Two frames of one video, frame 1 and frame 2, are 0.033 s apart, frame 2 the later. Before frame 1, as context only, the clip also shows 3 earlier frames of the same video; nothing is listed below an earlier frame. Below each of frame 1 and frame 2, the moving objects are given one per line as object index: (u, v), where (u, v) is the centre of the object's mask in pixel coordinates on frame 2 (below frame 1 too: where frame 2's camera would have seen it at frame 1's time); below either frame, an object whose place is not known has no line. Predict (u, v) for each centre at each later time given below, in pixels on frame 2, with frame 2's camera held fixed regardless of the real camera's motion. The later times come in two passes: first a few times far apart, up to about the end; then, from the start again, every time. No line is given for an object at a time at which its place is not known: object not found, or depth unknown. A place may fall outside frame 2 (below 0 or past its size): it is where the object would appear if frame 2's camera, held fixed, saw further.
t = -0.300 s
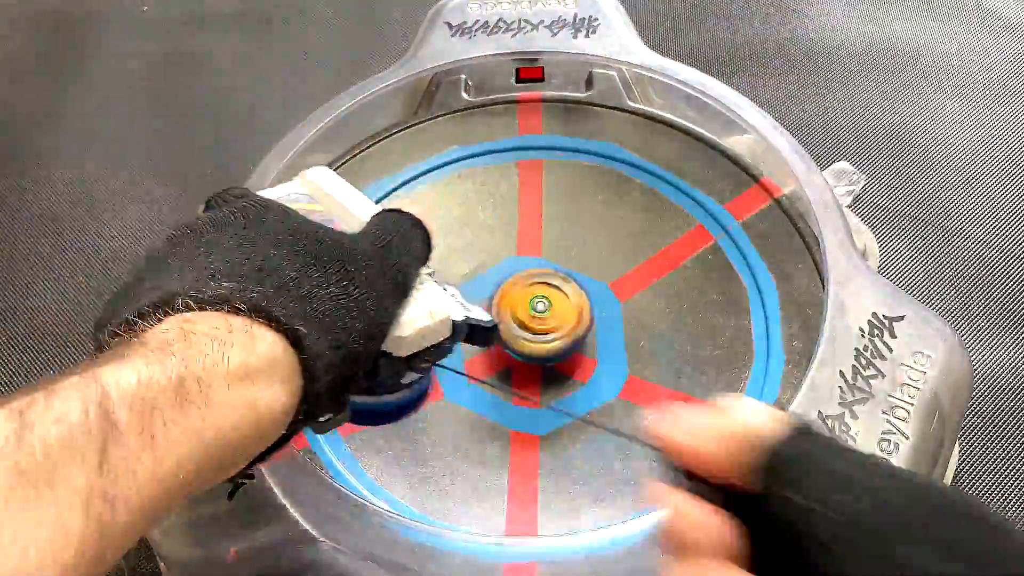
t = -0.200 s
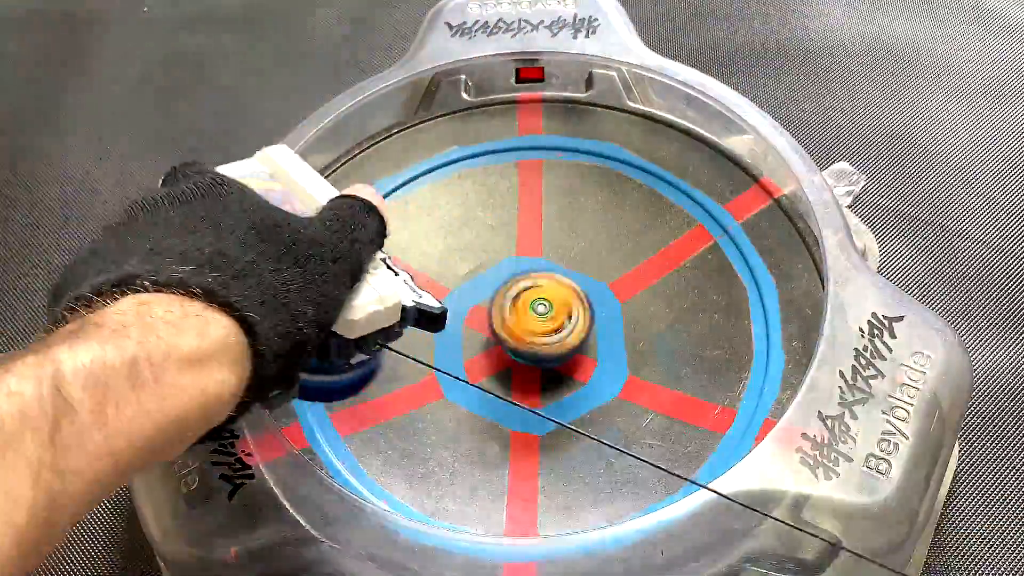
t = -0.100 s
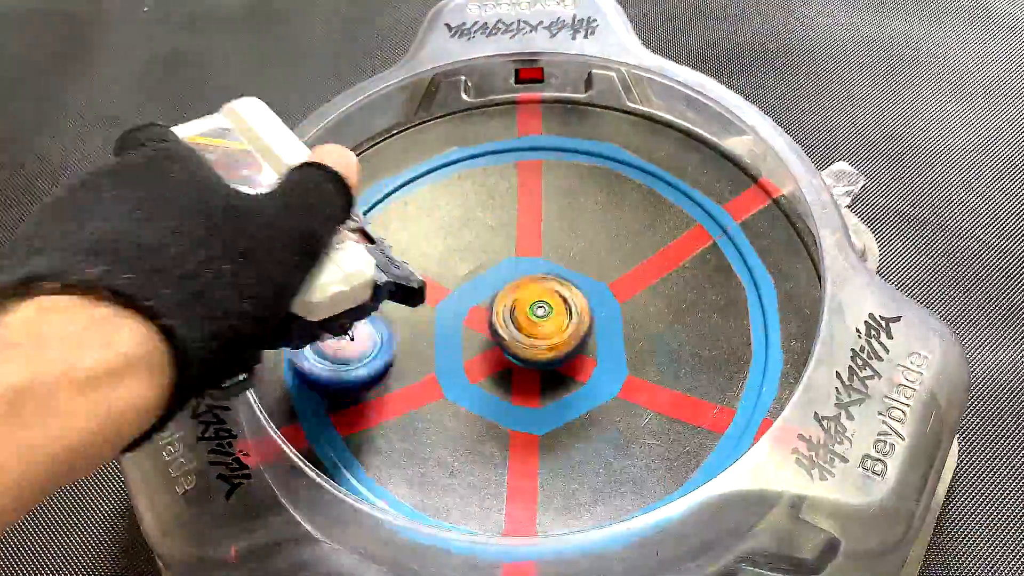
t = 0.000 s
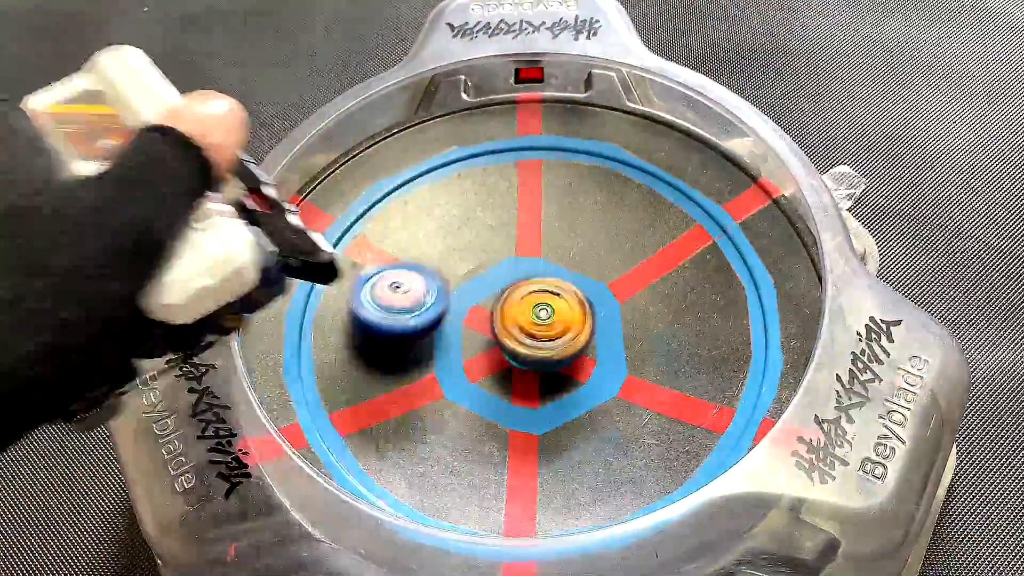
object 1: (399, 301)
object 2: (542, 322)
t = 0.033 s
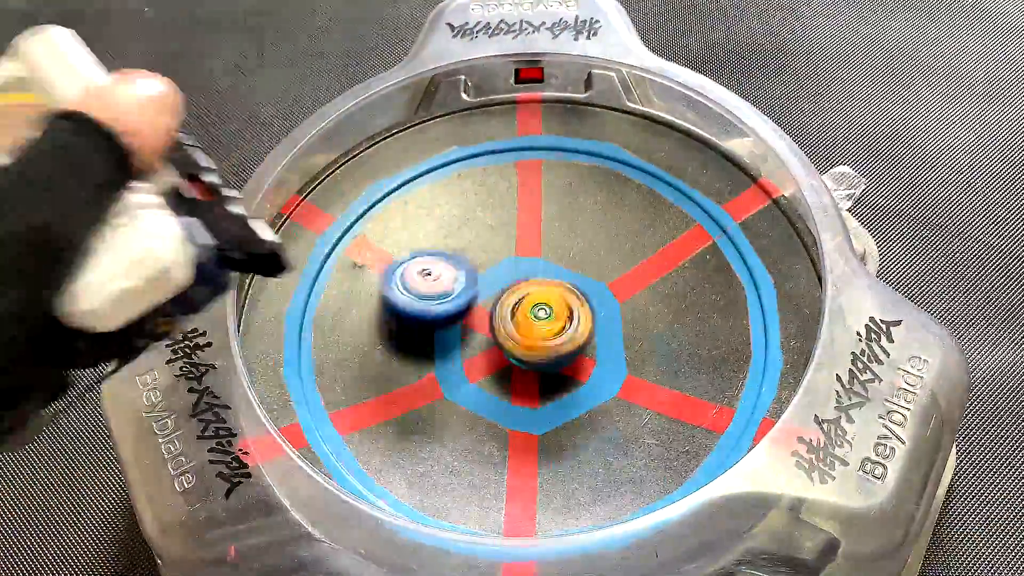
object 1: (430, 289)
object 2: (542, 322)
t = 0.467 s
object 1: (782, 316)
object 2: (644, 351)
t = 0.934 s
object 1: (492, 453)
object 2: (537, 320)
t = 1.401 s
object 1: (558, 324)
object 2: (447, 133)
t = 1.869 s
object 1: (649, 323)
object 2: (453, 406)
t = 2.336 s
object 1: (573, 265)
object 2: (501, 363)
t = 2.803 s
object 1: (556, 285)
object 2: (483, 366)
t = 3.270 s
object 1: (519, 260)
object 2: (503, 369)
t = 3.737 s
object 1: (488, 254)
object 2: (497, 360)
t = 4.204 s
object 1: (467, 272)
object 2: (500, 362)
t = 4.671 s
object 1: (482, 291)
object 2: (552, 359)
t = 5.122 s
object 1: (471, 316)
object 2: (579, 312)
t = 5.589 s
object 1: (485, 322)
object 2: (578, 269)
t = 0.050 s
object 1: (447, 283)
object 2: (543, 323)
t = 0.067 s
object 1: (461, 275)
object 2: (550, 323)
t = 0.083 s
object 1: (472, 268)
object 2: (560, 326)
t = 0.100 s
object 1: (483, 261)
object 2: (571, 327)
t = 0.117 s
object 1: (496, 255)
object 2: (581, 330)
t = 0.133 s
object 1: (511, 249)
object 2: (591, 332)
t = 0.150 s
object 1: (526, 245)
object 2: (600, 335)
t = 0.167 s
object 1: (542, 240)
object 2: (609, 338)
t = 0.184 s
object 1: (559, 238)
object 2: (617, 338)
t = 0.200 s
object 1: (575, 234)
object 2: (623, 342)
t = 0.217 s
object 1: (592, 235)
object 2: (629, 343)
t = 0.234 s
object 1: (609, 226)
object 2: (635, 342)
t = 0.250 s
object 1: (628, 228)
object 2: (641, 348)
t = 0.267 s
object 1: (643, 230)
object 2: (643, 348)
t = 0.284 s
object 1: (662, 228)
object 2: (645, 349)
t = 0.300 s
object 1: (679, 231)
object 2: (648, 350)
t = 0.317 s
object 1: (695, 237)
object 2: (649, 347)
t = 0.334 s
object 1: (712, 242)
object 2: (649, 348)
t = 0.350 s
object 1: (729, 248)
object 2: (650, 349)
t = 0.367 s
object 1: (745, 254)
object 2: (650, 348)
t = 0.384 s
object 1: (757, 262)
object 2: (649, 348)
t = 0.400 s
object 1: (765, 271)
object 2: (649, 348)
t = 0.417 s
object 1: (770, 282)
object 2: (648, 349)
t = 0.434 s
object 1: (775, 296)
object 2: (645, 350)
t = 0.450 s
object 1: (779, 307)
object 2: (645, 349)
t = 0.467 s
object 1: (782, 316)
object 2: (644, 351)
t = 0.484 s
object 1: (786, 326)
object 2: (642, 352)
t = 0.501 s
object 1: (787, 338)
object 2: (640, 351)
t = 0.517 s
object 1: (787, 352)
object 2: (638, 351)
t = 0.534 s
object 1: (787, 364)
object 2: (634, 348)
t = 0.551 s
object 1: (786, 372)
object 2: (634, 350)
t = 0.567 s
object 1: (782, 382)
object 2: (631, 347)
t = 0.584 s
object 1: (774, 390)
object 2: (629, 348)
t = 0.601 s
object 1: (766, 402)
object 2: (627, 348)
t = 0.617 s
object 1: (759, 412)
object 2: (624, 347)
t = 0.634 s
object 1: (749, 421)
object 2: (621, 347)
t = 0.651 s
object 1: (741, 427)
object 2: (618, 347)
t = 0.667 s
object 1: (731, 436)
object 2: (616, 347)
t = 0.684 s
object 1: (721, 444)
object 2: (613, 347)
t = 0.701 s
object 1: (708, 452)
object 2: (610, 347)
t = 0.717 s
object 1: (697, 458)
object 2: (607, 345)
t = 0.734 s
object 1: (685, 464)
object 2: (602, 344)
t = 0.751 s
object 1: (670, 470)
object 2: (598, 344)
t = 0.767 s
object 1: (656, 475)
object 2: (594, 342)
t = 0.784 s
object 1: (643, 480)
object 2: (588, 341)
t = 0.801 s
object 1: (627, 484)
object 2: (585, 341)
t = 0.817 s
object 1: (613, 487)
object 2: (580, 338)
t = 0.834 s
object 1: (593, 490)
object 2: (574, 337)
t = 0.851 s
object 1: (577, 490)
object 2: (568, 335)
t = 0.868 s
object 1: (559, 489)
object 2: (562, 333)
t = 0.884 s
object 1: (541, 486)
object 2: (556, 329)
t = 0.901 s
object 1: (523, 477)
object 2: (549, 327)
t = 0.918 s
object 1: (508, 467)
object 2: (543, 323)
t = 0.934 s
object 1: (492, 453)
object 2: (537, 320)
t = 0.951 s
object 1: (478, 441)
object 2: (530, 318)
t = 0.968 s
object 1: (469, 424)
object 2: (524, 314)
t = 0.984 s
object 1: (459, 409)
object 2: (519, 310)
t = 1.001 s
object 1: (450, 397)
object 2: (513, 308)
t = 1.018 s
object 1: (442, 380)
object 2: (507, 305)
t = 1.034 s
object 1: (435, 367)
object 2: (502, 300)
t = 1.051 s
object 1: (432, 364)
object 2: (493, 284)
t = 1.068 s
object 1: (430, 366)
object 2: (483, 266)
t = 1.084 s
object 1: (429, 366)
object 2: (476, 245)
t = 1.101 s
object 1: (430, 368)
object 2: (465, 225)
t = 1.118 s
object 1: (432, 367)
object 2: (457, 211)
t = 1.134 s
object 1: (434, 366)
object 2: (448, 197)
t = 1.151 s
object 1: (438, 366)
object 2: (445, 183)
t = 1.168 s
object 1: (443, 363)
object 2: (436, 167)
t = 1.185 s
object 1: (450, 363)
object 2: (431, 158)
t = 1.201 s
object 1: (458, 361)
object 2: (428, 147)
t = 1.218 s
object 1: (465, 358)
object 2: (424, 141)
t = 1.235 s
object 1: (473, 354)
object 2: (423, 137)
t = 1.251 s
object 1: (481, 351)
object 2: (421, 127)
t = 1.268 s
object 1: (492, 348)
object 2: (421, 124)
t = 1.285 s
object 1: (501, 346)
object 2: (425, 121)
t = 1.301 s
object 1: (510, 345)
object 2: (427, 122)
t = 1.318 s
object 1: (519, 341)
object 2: (431, 123)
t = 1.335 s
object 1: (528, 337)
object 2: (433, 124)
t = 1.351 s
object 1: (536, 332)
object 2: (435, 125)
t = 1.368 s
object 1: (543, 331)
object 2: (438, 128)
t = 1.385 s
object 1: (551, 328)
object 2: (444, 131)
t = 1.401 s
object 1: (558, 324)
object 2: (447, 133)
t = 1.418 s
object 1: (563, 324)
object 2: (450, 137)
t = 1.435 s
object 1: (567, 323)
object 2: (454, 141)
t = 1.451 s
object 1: (571, 323)
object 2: (456, 148)
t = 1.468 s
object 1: (575, 322)
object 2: (461, 155)
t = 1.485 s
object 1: (579, 320)
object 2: (468, 163)
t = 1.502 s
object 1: (584, 319)
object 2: (473, 170)
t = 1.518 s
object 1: (587, 318)
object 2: (476, 181)
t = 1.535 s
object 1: (591, 317)
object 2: (481, 191)
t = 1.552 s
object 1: (593, 315)
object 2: (485, 201)
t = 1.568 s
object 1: (596, 310)
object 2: (490, 211)
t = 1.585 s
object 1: (598, 310)
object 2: (497, 221)
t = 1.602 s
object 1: (600, 308)
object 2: (502, 232)
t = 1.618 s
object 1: (601, 307)
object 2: (506, 246)
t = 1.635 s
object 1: (602, 307)
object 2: (512, 258)
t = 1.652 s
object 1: (603, 306)
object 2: (515, 270)
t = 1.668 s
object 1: (607, 307)
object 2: (515, 284)
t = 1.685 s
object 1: (614, 308)
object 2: (514, 296)
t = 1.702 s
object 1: (620, 308)
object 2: (512, 311)
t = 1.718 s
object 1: (626, 309)
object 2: (508, 326)
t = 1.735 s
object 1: (630, 311)
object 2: (504, 341)
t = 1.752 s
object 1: (634, 312)
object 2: (499, 353)
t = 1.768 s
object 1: (638, 313)
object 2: (493, 364)
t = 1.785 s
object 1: (642, 314)
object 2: (486, 373)
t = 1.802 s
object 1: (644, 316)
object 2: (478, 382)
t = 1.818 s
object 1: (647, 317)
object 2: (471, 391)
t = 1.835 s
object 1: (647, 318)
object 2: (465, 399)
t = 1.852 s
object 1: (648, 321)
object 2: (458, 404)
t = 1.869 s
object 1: (649, 323)
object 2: (453, 406)
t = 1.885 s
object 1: (650, 326)
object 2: (448, 406)
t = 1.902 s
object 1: (650, 329)
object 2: (443, 407)
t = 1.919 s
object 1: (649, 332)
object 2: (438, 407)
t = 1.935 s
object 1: (647, 336)
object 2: (435, 406)
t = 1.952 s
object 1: (646, 340)
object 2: (433, 405)
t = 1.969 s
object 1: (644, 343)
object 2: (431, 403)
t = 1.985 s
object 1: (641, 345)
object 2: (430, 401)
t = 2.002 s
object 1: (638, 347)
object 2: (429, 398)
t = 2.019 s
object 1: (634, 349)
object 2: (429, 395)
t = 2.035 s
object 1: (630, 351)
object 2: (429, 391)
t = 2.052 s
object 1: (627, 352)
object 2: (431, 388)
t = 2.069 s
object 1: (623, 351)
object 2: (432, 385)
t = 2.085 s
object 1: (618, 351)
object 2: (435, 382)
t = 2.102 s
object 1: (613, 349)
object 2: (439, 378)
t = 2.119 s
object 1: (608, 346)
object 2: (443, 373)
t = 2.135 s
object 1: (601, 341)
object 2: (448, 371)
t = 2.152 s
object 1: (595, 337)
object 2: (454, 368)
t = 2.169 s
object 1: (589, 335)
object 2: (458, 365)
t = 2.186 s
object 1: (584, 328)
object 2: (464, 362)
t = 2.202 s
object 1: (579, 325)
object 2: (469, 360)
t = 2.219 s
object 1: (575, 319)
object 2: (474, 359)
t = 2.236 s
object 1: (573, 311)
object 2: (477, 360)
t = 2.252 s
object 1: (572, 301)
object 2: (480, 362)
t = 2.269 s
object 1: (572, 293)
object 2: (485, 359)
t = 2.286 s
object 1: (572, 286)
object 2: (489, 360)
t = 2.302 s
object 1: (572, 279)
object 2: (494, 360)
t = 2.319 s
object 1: (572, 273)
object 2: (498, 361)
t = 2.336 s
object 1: (573, 265)
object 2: (501, 363)
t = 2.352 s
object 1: (573, 261)
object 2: (504, 364)
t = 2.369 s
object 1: (573, 256)
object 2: (505, 365)
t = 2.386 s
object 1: (572, 252)
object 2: (506, 365)
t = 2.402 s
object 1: (572, 246)
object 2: (506, 366)
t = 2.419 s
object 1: (571, 243)
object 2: (506, 367)
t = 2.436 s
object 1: (570, 241)
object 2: (506, 367)
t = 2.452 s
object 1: (569, 241)
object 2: (506, 367)
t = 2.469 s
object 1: (568, 240)
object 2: (506, 367)
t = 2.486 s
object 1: (567, 240)
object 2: (506, 367)
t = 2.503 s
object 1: (567, 240)
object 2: (506, 367)
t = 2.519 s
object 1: (566, 242)
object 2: (506, 366)
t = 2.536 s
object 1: (564, 244)
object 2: (506, 365)
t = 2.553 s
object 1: (563, 245)
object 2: (506, 364)
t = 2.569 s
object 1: (561, 251)
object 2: (505, 362)
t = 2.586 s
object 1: (560, 253)
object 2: (505, 360)
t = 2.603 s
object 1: (559, 258)
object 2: (504, 359)
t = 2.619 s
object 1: (558, 261)
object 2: (505, 360)
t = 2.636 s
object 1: (557, 266)
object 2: (503, 357)
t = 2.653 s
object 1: (555, 269)
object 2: (502, 356)
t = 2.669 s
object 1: (554, 274)
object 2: (501, 356)
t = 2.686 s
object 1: (553, 278)
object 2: (500, 354)
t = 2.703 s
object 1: (553, 281)
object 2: (497, 357)
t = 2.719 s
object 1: (554, 281)
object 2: (495, 357)
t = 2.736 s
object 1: (555, 281)
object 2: (492, 359)
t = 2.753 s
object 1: (556, 282)
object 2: (489, 360)
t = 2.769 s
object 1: (556, 282)
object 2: (486, 367)
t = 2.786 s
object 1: (556, 283)
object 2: (484, 364)
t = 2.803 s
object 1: (556, 285)
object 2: (483, 366)
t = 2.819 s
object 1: (557, 285)
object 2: (481, 366)
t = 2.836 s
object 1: (557, 286)
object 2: (480, 363)
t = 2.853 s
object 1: (557, 288)
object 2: (480, 364)
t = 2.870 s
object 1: (558, 288)
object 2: (479, 362)
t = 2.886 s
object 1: (559, 290)
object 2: (479, 360)
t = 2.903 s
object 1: (559, 290)
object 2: (479, 360)
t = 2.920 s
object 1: (559, 290)
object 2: (479, 360)
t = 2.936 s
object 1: (559, 290)
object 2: (479, 359)
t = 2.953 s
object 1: (559, 289)
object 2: (481, 359)
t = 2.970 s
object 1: (558, 287)
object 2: (482, 358)
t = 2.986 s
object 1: (557, 285)
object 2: (483, 358)
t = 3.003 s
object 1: (556, 284)
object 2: (485, 358)
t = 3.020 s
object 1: (553, 282)
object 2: (487, 357)
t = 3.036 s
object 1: (551, 281)
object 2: (488, 358)
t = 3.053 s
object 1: (549, 280)
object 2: (490, 357)
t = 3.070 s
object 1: (547, 279)
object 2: (491, 358)
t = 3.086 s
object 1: (544, 278)
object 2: (493, 359)
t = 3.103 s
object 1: (542, 277)
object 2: (494, 360)
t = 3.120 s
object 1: (540, 274)
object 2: (495, 361)
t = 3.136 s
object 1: (538, 273)
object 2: (496, 363)
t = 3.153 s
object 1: (536, 272)
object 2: (497, 364)
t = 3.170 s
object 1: (533, 270)
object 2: (499, 364)
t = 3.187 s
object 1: (531, 268)
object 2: (500, 365)
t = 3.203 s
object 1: (528, 266)
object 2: (501, 366)
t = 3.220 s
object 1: (526, 264)
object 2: (502, 367)
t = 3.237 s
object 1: (524, 262)
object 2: (503, 368)
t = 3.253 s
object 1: (521, 261)
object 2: (503, 369)
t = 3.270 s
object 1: (519, 260)
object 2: (503, 369)
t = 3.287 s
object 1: (516, 258)
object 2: (503, 369)
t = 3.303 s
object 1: (514, 257)
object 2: (503, 368)
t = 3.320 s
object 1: (511, 256)
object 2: (503, 367)
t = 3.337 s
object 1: (508, 255)
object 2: (502, 366)
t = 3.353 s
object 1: (506, 254)
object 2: (502, 365)
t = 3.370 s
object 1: (503, 253)
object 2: (502, 365)
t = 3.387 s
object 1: (502, 252)
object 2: (501, 364)
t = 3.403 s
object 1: (500, 252)
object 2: (500, 363)
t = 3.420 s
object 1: (498, 251)
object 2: (499, 363)
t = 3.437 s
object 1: (497, 251)
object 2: (499, 363)
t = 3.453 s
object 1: (496, 251)
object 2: (498, 362)
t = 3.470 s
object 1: (495, 250)
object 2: (497, 361)
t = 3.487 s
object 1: (495, 250)
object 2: (497, 360)
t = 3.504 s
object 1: (494, 250)
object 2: (496, 360)
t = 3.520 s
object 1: (494, 250)
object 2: (495, 359)
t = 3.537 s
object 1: (494, 250)
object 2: (494, 359)
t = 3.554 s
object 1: (494, 250)
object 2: (494, 359)
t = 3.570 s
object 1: (494, 250)
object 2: (494, 359)
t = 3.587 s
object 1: (494, 250)
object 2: (494, 359)
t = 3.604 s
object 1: (494, 250)
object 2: (495, 359)
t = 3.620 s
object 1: (494, 250)
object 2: (495, 360)
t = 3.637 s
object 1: (493, 250)
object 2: (496, 360)
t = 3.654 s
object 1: (493, 251)
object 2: (497, 360)
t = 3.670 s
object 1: (492, 251)
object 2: (497, 360)
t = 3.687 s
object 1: (491, 251)
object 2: (497, 360)
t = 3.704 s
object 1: (490, 252)
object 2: (497, 360)
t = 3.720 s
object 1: (490, 253)
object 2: (497, 360)
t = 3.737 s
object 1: (488, 254)
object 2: (497, 360)
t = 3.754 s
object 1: (488, 255)
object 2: (497, 359)
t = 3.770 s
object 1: (486, 256)
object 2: (497, 359)
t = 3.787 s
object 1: (485, 256)
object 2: (497, 359)
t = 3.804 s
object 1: (484, 259)
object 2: (497, 359)
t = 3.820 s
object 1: (482, 259)
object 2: (497, 359)
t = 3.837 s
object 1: (481, 261)
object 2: (497, 359)
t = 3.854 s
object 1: (479, 263)
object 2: (497, 359)
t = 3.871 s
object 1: (478, 264)
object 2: (497, 359)
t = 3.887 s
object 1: (476, 266)
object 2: (497, 359)
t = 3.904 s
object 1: (475, 268)
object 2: (497, 359)
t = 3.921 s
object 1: (472, 269)
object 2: (498, 360)
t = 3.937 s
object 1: (470, 270)
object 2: (498, 360)
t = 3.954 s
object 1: (469, 270)
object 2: (498, 360)
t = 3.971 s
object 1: (467, 271)
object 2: (498, 359)
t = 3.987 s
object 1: (465, 270)
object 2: (498, 360)
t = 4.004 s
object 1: (465, 271)
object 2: (499, 360)
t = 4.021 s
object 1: (463, 270)
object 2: (499, 360)
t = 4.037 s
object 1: (464, 271)
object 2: (499, 360)
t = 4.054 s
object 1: (464, 271)
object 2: (498, 359)
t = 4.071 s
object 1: (464, 271)
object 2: (498, 359)
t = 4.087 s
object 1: (464, 270)
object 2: (499, 360)
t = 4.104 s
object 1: (465, 270)
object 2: (499, 360)
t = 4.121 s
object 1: (466, 271)
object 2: (499, 359)
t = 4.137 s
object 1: (466, 269)
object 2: (499, 359)
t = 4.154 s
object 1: (467, 271)
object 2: (499, 359)
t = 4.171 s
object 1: (467, 271)
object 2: (499, 360)
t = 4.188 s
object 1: (467, 271)
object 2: (499, 360)
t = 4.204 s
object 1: (467, 272)
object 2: (500, 362)
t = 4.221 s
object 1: (467, 273)
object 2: (501, 363)
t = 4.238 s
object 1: (467, 276)
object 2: (503, 364)
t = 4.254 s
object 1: (467, 276)
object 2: (504, 366)
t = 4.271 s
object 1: (467, 279)
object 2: (506, 367)
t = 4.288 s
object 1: (467, 281)
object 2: (507, 369)
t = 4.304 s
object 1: (466, 283)
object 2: (509, 370)
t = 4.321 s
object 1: (466, 285)
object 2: (510, 372)
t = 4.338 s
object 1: (465, 286)
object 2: (511, 373)
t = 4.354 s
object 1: (465, 287)
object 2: (511, 374)
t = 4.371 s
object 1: (466, 288)
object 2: (511, 375)
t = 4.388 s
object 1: (466, 289)
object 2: (514, 375)
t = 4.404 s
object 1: (466, 290)
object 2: (517, 377)
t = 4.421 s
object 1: (466, 292)
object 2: (518, 379)
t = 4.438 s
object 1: (467, 292)
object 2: (519, 378)
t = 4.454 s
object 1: (467, 293)
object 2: (520, 377)
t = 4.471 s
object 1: (468, 294)
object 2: (522, 375)
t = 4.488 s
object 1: (470, 294)
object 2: (524, 374)
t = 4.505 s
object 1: (471, 295)
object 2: (525, 374)
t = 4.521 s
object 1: (472, 295)
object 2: (529, 375)
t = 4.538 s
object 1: (473, 295)
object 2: (534, 376)
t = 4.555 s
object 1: (474, 294)
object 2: (536, 374)
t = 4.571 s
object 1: (475, 293)
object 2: (539, 373)
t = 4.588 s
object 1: (476, 294)
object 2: (541, 373)
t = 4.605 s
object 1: (479, 291)
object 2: (544, 369)
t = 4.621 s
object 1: (480, 291)
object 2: (545, 367)
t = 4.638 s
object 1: (481, 292)
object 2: (547, 364)
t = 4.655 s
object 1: (481, 291)
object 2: (550, 362)
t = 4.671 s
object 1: (482, 291)
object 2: (552, 359)
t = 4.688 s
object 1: (482, 290)
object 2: (554, 360)
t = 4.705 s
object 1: (482, 289)
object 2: (555, 359)
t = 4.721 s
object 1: (482, 288)
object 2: (556, 354)
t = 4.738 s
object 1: (482, 287)
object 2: (556, 353)
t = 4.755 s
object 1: (481, 287)
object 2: (556, 353)
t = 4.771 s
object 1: (478, 286)
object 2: (560, 352)
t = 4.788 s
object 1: (475, 285)
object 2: (563, 350)
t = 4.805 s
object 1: (473, 285)
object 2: (564, 349)
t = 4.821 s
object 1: (472, 285)
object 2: (565, 349)
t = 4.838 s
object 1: (471, 285)
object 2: (565, 347)
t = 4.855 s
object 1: (471, 285)
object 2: (565, 345)
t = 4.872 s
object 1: (470, 286)
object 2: (565, 346)
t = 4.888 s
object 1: (470, 287)
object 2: (566, 345)
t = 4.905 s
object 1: (470, 288)
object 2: (566, 343)
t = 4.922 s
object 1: (469, 289)
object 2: (566, 342)
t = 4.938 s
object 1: (471, 292)
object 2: (566, 339)
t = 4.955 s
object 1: (472, 294)
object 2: (566, 337)
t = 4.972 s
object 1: (472, 297)
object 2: (567, 335)
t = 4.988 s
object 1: (471, 299)
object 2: (569, 334)
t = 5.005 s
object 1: (469, 301)
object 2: (571, 330)
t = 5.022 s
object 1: (468, 304)
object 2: (572, 327)
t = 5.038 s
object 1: (467, 306)
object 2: (574, 326)
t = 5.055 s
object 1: (467, 307)
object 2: (575, 323)
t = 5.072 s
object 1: (467, 310)
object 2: (577, 320)
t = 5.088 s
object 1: (468, 312)
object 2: (578, 317)
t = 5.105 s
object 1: (470, 315)
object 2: (579, 315)
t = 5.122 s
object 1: (471, 316)
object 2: (579, 312)
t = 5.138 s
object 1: (474, 318)
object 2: (578, 311)
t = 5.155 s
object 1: (478, 319)
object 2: (577, 308)
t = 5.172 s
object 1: (479, 320)
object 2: (578, 306)
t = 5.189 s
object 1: (480, 322)
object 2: (580, 304)
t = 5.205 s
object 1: (482, 322)
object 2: (580, 302)
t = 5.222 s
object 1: (483, 323)
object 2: (580, 300)
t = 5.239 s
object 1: (484, 325)
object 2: (581, 296)
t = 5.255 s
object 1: (482, 327)
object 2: (584, 290)
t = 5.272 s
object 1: (481, 329)
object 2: (586, 283)
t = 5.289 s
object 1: (479, 332)
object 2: (588, 279)
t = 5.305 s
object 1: (478, 332)
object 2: (588, 272)
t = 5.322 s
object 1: (478, 333)
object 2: (588, 269)
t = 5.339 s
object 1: (479, 334)
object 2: (587, 270)
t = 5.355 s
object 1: (479, 334)
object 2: (587, 266)
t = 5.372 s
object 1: (480, 333)
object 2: (586, 265)
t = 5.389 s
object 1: (480, 332)
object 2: (586, 263)
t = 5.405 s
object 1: (482, 331)
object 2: (586, 261)
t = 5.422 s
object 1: (483, 330)
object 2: (586, 260)
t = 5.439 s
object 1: (484, 327)
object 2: (586, 259)
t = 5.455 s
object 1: (484, 325)
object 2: (585, 259)
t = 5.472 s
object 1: (484, 324)
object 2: (585, 259)
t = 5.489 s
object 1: (485, 325)
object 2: (585, 258)
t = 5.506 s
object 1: (485, 325)
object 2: (584, 259)
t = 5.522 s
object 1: (485, 322)
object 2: (584, 260)
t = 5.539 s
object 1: (484, 322)
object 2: (583, 261)
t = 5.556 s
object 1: (484, 322)
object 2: (582, 264)
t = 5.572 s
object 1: (485, 322)
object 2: (580, 266)
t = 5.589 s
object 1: (485, 322)
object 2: (578, 269)
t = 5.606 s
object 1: (485, 323)
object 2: (576, 270)
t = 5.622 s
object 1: (485, 323)
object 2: (573, 272)
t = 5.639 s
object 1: (485, 325)
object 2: (571, 273)
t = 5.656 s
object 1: (484, 326)
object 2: (570, 273)
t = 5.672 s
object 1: (484, 328)
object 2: (568, 274)
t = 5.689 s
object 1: (483, 330)
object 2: (567, 274)
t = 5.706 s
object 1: (484, 331)
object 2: (566, 274)
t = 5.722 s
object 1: (484, 334)
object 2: (565, 274)
